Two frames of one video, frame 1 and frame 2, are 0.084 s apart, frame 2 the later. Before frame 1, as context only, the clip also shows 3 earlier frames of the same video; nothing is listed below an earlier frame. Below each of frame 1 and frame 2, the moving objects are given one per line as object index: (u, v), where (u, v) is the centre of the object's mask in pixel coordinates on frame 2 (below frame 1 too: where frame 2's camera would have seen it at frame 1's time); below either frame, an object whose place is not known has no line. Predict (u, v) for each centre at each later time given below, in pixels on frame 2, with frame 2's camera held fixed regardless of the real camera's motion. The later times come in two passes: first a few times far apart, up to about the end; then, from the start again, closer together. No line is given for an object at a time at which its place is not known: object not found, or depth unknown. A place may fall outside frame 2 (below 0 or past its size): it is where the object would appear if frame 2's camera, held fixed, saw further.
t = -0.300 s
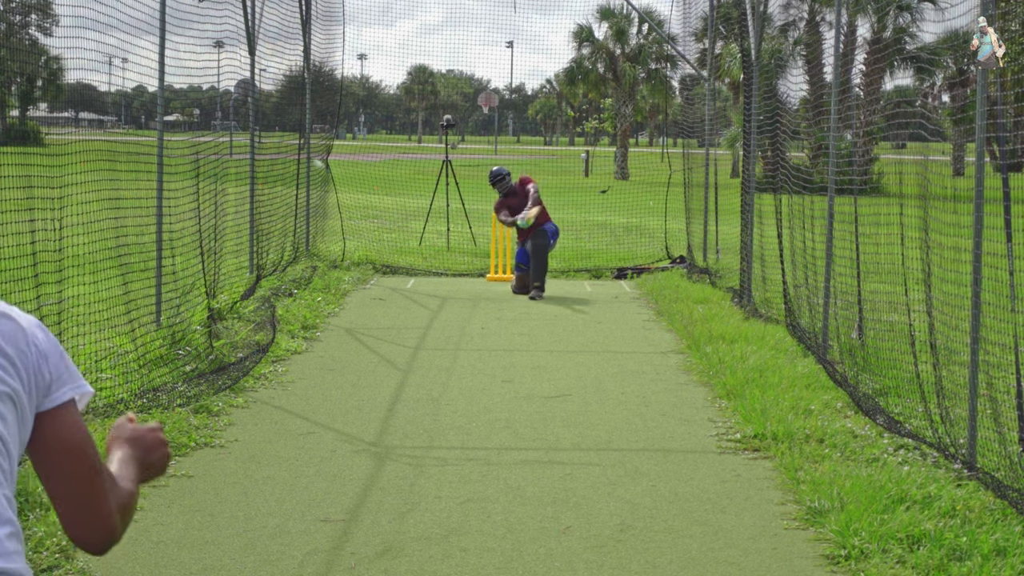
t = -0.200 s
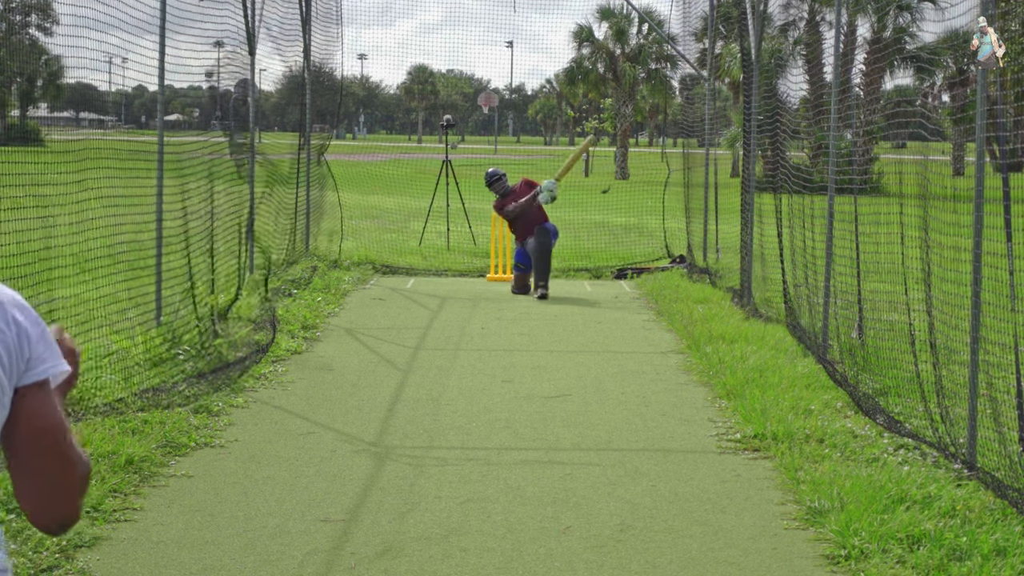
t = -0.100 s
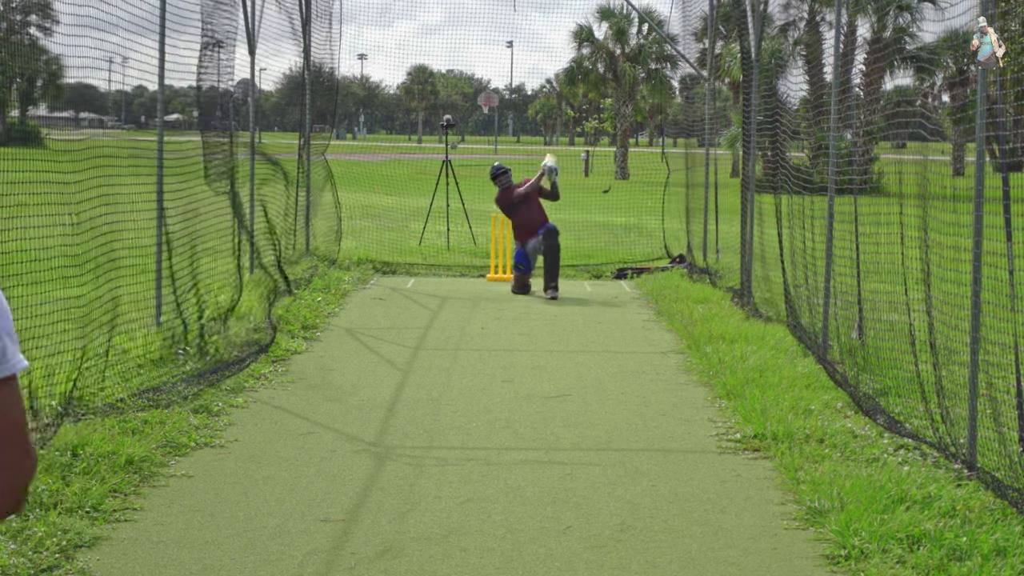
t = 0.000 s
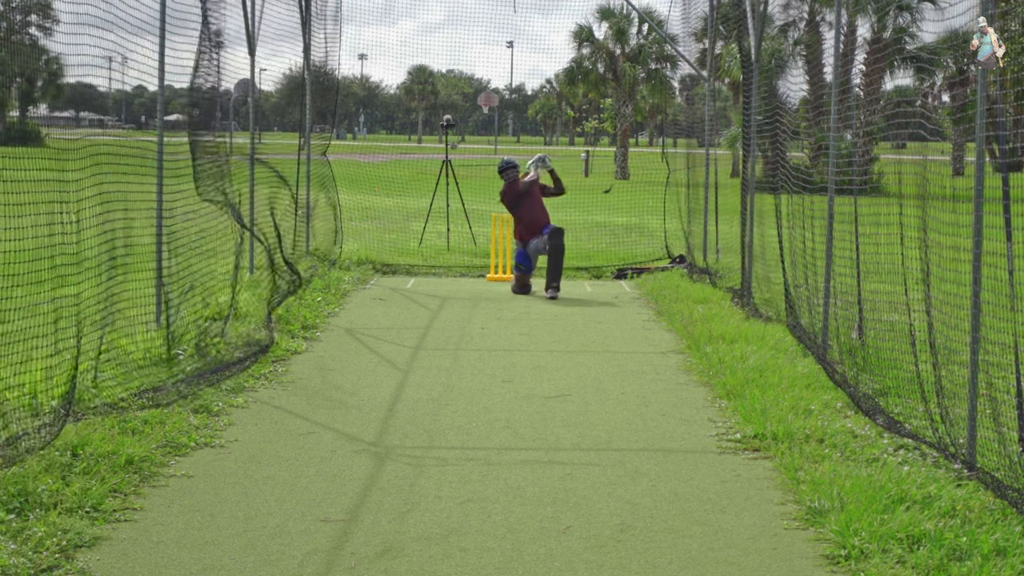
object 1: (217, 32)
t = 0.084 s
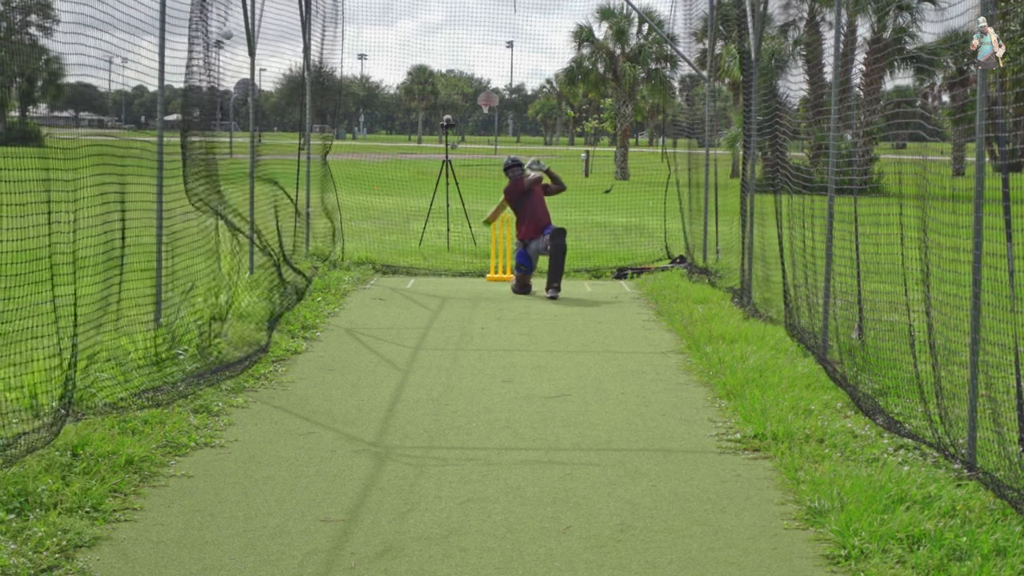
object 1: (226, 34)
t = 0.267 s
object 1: (250, 80)
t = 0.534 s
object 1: (288, 287)
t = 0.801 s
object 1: (319, 391)
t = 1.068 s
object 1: (339, 348)
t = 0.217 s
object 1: (244, 59)
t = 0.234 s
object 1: (246, 67)
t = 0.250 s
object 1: (248, 73)
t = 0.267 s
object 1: (250, 80)
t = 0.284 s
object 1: (252, 88)
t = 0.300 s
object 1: (254, 96)
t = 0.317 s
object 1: (257, 104)
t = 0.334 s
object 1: (259, 113)
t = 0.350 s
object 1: (261, 123)
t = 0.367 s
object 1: (263, 134)
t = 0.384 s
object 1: (266, 147)
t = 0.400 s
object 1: (268, 158)
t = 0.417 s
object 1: (270, 171)
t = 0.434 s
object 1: (272, 184)
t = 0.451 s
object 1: (275, 198)
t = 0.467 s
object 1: (276, 214)
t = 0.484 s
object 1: (280, 231)
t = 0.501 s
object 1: (283, 248)
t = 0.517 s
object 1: (286, 267)
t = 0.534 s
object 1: (288, 287)
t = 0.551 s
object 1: (290, 307)
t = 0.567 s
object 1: (293, 327)
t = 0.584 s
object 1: (295, 351)
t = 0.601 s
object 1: (299, 374)
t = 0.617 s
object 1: (300, 399)
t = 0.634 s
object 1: (304, 426)
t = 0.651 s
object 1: (308, 453)
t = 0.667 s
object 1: (309, 465)
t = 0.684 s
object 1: (310, 454)
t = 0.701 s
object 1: (312, 443)
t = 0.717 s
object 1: (313, 433)
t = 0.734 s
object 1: (313, 424)
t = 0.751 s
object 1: (315, 415)
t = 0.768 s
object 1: (317, 406)
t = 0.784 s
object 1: (318, 399)
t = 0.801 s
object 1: (319, 391)
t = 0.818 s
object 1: (320, 384)
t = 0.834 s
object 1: (321, 378)
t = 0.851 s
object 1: (323, 371)
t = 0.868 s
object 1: (324, 366)
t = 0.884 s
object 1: (325, 361)
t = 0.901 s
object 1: (326, 357)
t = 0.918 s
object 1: (327, 353)
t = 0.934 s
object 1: (329, 350)
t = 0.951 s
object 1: (330, 348)
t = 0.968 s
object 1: (331, 346)
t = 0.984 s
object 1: (333, 345)
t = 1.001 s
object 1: (334, 344)
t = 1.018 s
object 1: (335, 344)
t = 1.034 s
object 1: (337, 345)
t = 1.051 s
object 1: (338, 347)
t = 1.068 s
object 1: (339, 348)
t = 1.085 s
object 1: (341, 351)
